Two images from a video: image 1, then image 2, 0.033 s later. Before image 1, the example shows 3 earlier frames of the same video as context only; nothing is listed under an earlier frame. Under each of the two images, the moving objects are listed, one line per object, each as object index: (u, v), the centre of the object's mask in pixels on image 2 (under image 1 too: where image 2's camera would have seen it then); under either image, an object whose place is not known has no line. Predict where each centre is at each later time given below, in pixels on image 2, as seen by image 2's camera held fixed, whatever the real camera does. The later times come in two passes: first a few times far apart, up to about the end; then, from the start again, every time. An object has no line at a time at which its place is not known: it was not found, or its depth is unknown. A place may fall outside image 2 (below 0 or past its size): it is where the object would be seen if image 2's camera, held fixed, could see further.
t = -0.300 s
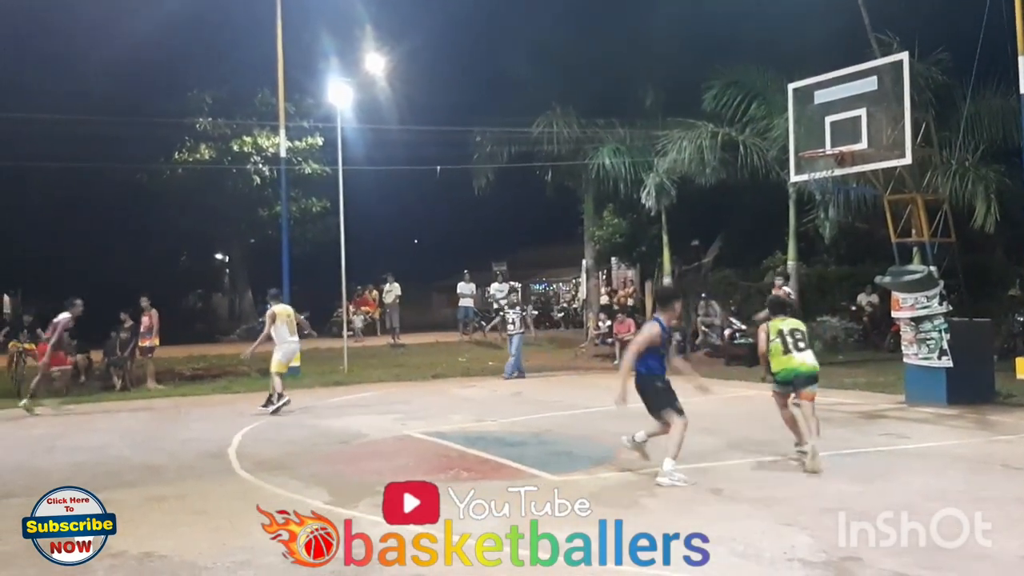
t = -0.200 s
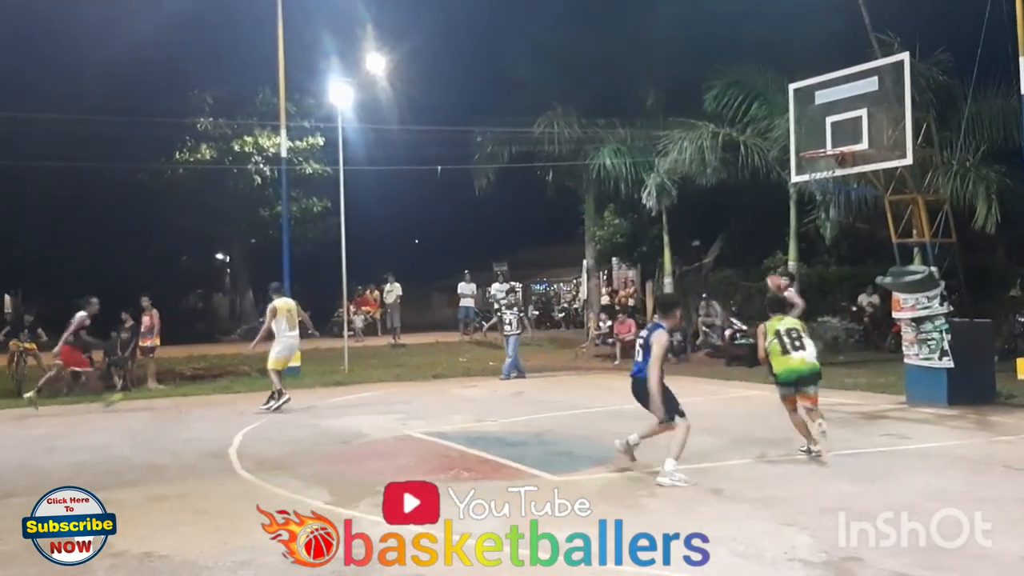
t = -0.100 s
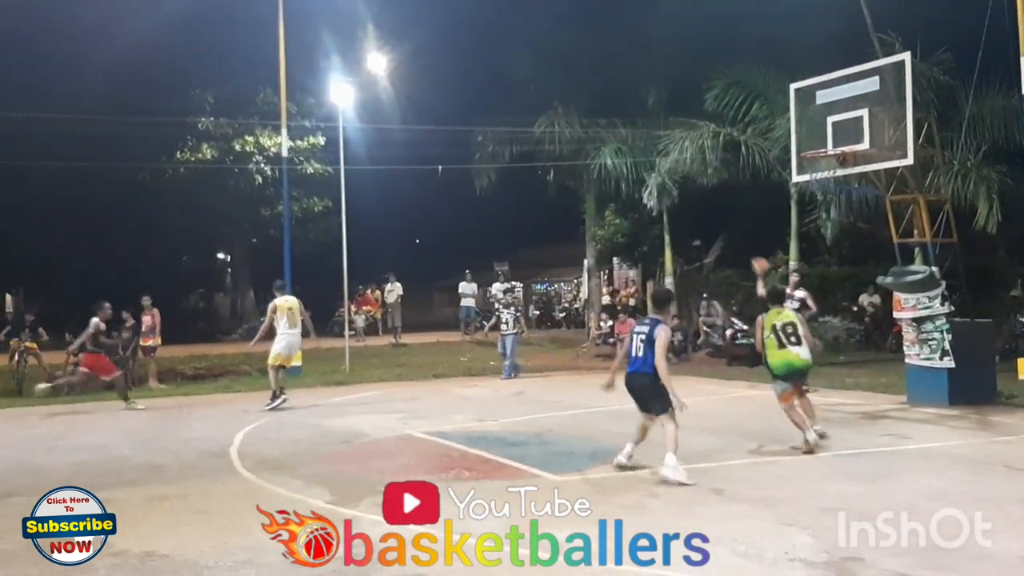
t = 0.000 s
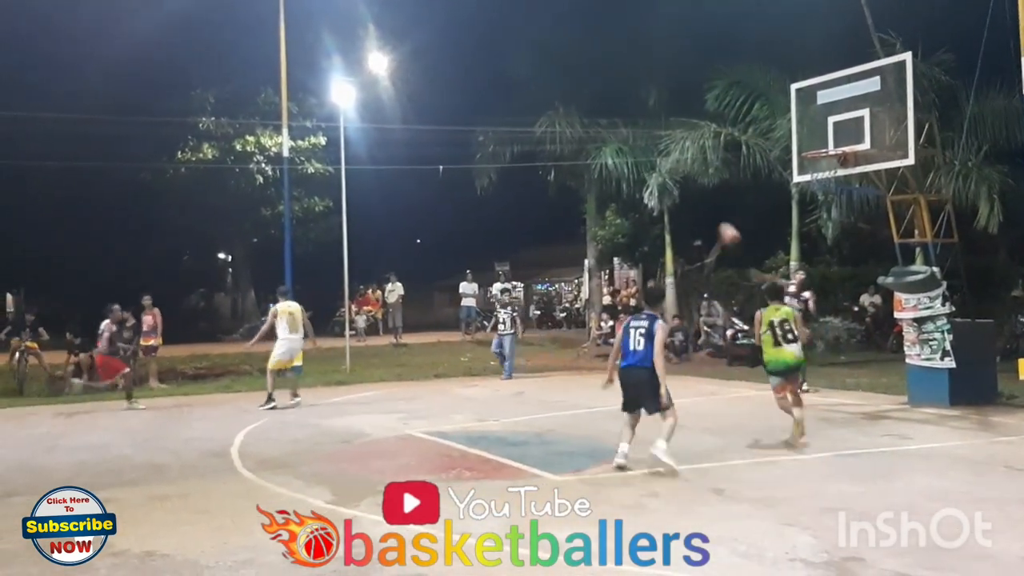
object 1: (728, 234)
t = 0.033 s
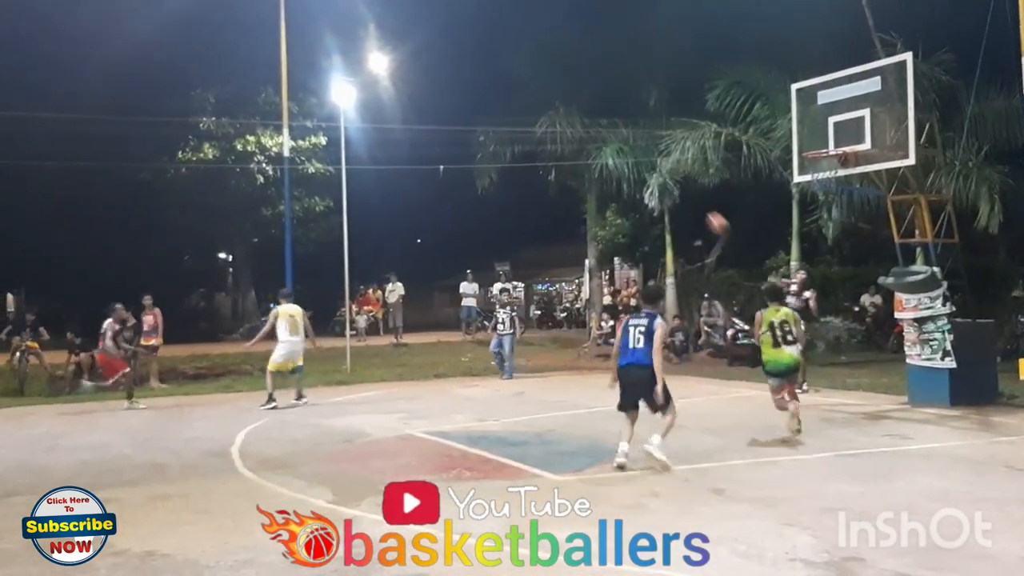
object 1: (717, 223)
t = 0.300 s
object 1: (591, 141)
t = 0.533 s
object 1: (412, 77)
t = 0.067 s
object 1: (704, 213)
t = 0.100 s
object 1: (690, 202)
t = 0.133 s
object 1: (676, 192)
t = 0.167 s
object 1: (661, 181)
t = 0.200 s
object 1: (646, 170)
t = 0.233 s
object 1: (629, 159)
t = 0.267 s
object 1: (609, 148)
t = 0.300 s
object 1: (591, 141)
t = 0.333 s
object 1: (569, 130)
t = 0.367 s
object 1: (547, 119)
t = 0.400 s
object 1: (524, 110)
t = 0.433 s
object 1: (500, 101)
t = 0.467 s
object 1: (474, 91)
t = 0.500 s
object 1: (447, 84)
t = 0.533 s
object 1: (412, 77)
